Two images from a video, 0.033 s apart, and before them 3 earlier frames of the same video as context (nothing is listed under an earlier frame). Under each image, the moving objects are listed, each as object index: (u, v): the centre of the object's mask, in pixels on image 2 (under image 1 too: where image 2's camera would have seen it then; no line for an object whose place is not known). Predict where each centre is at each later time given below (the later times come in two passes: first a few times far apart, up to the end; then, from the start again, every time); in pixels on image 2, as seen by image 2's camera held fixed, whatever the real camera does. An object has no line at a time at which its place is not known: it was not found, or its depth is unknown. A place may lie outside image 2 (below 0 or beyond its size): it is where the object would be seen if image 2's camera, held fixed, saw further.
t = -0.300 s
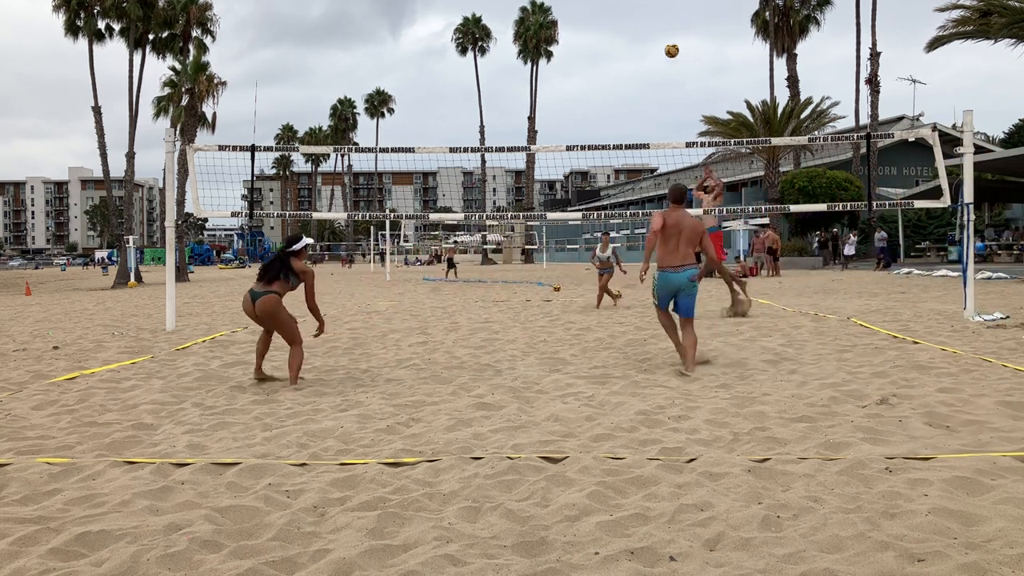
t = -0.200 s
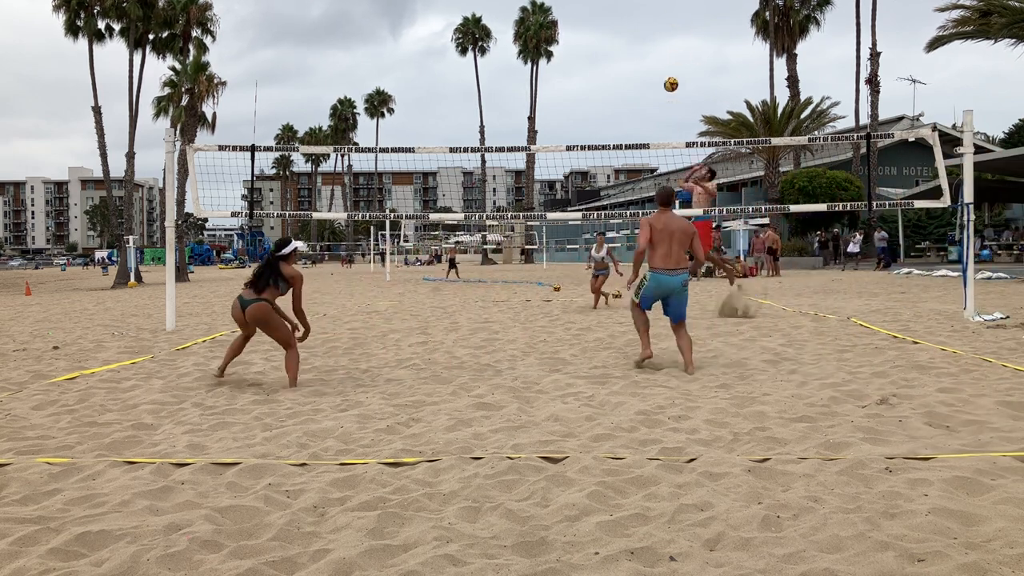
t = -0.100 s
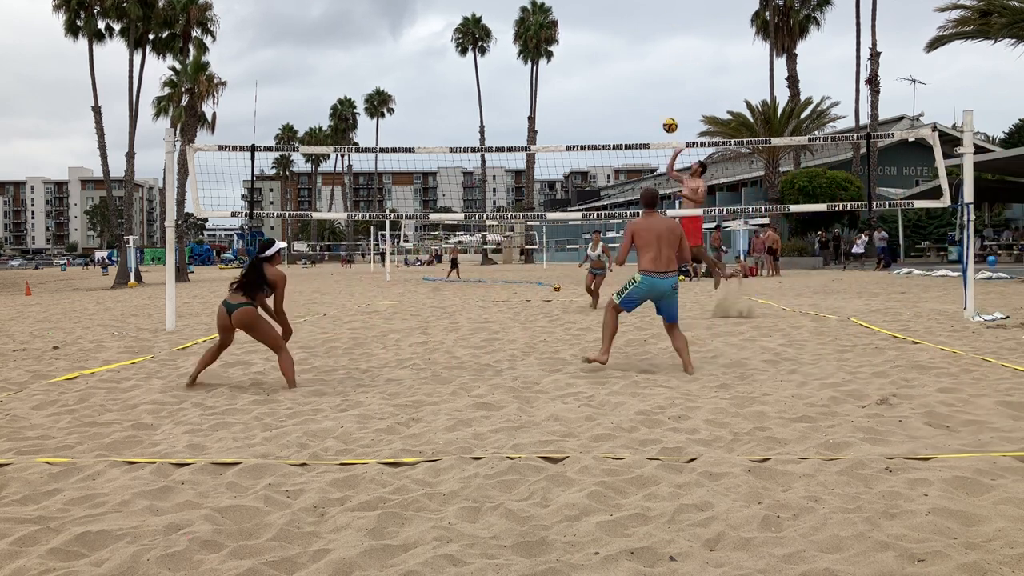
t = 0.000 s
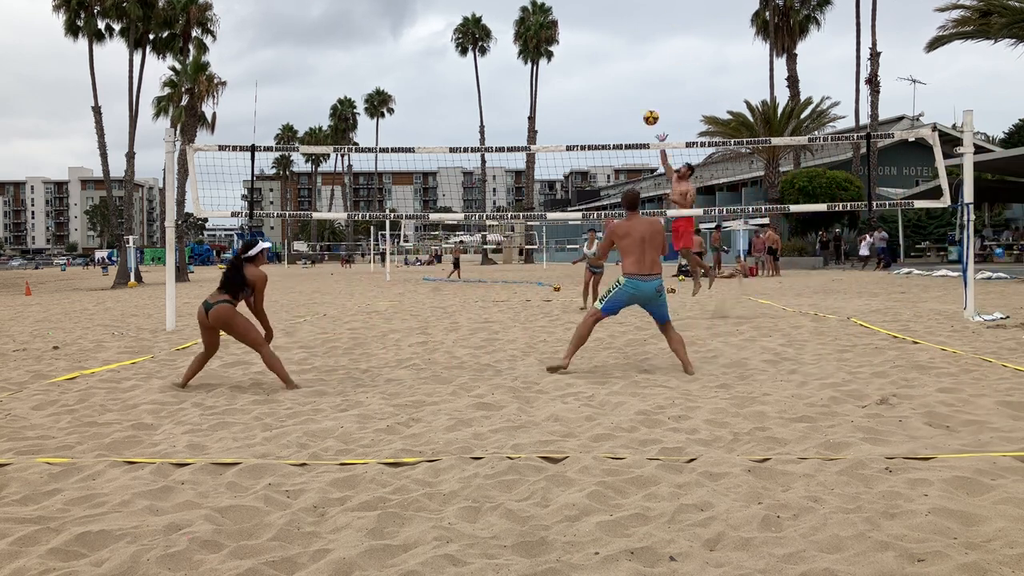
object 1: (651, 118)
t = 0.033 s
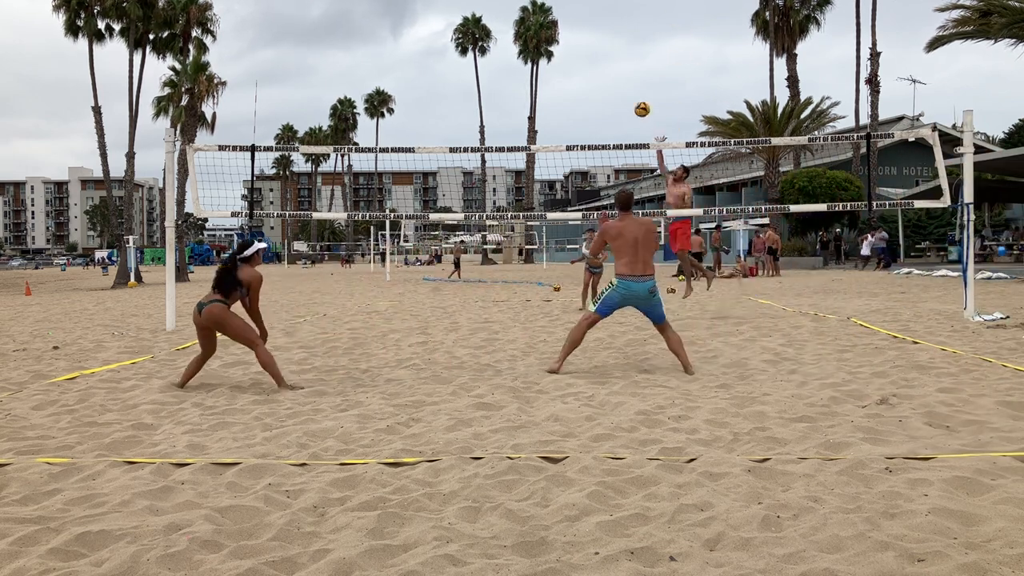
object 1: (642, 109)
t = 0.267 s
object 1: (576, 68)
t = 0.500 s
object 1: (498, 68)
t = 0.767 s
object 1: (391, 136)
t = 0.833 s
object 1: (360, 168)
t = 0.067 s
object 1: (633, 101)
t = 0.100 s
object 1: (624, 94)
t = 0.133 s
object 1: (615, 88)
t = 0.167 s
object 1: (605, 82)
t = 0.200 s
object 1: (596, 76)
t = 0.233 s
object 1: (586, 72)
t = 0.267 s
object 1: (576, 68)
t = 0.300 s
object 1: (565, 66)
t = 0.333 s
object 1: (555, 64)
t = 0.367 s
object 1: (544, 63)
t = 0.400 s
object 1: (533, 62)
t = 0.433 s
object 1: (522, 63)
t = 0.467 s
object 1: (510, 65)
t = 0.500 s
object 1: (498, 68)
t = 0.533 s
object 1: (486, 73)
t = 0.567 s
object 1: (473, 78)
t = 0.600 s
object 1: (460, 84)
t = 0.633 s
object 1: (447, 92)
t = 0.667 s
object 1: (434, 101)
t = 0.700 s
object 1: (420, 111)
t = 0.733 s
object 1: (406, 123)
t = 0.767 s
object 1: (391, 136)
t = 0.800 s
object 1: (377, 151)
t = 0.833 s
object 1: (360, 168)
